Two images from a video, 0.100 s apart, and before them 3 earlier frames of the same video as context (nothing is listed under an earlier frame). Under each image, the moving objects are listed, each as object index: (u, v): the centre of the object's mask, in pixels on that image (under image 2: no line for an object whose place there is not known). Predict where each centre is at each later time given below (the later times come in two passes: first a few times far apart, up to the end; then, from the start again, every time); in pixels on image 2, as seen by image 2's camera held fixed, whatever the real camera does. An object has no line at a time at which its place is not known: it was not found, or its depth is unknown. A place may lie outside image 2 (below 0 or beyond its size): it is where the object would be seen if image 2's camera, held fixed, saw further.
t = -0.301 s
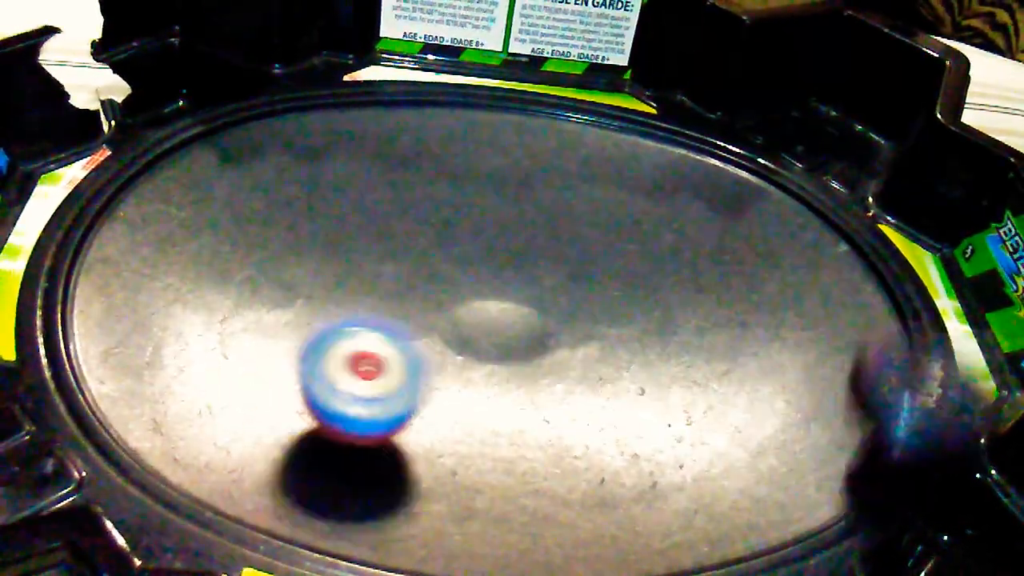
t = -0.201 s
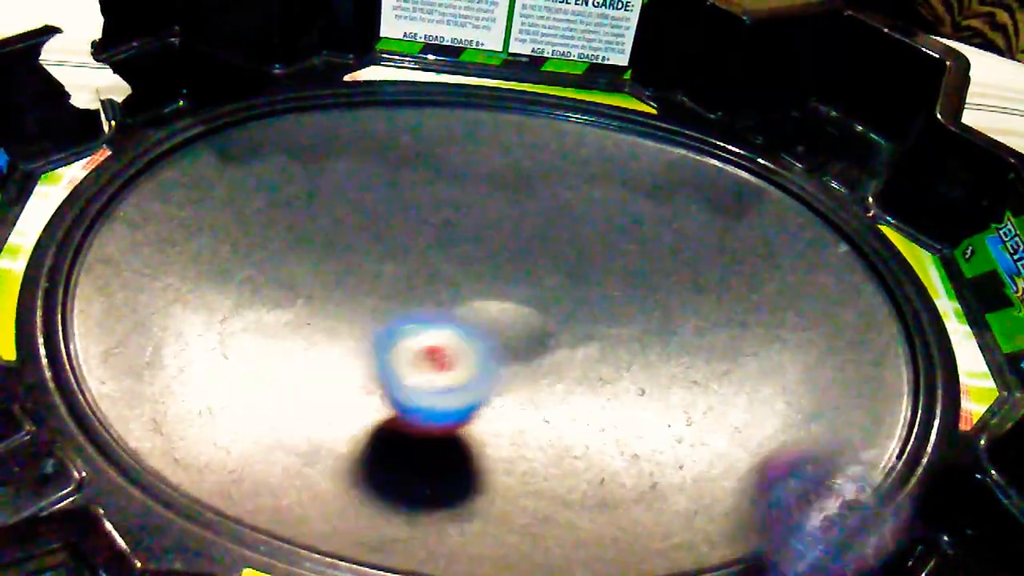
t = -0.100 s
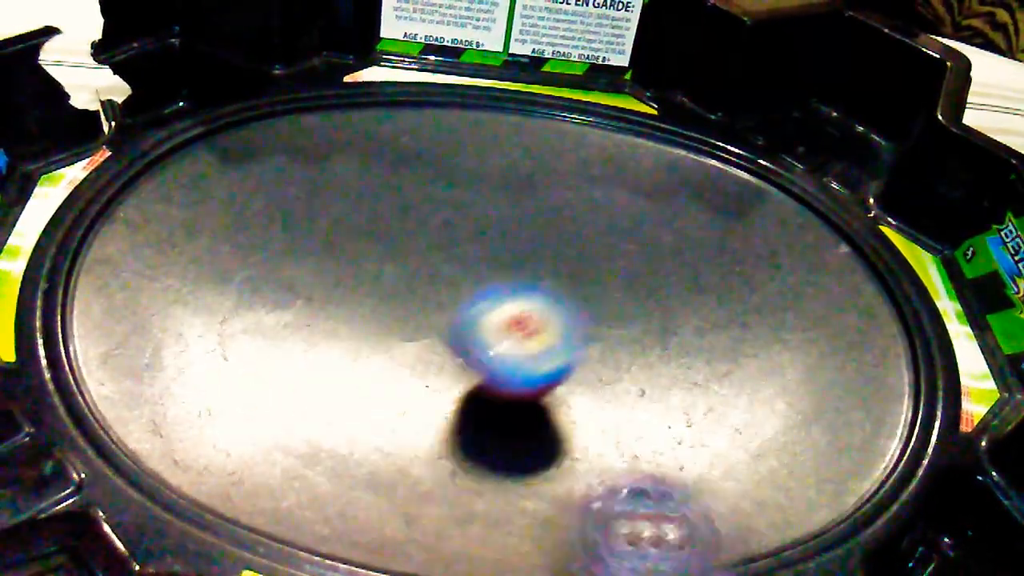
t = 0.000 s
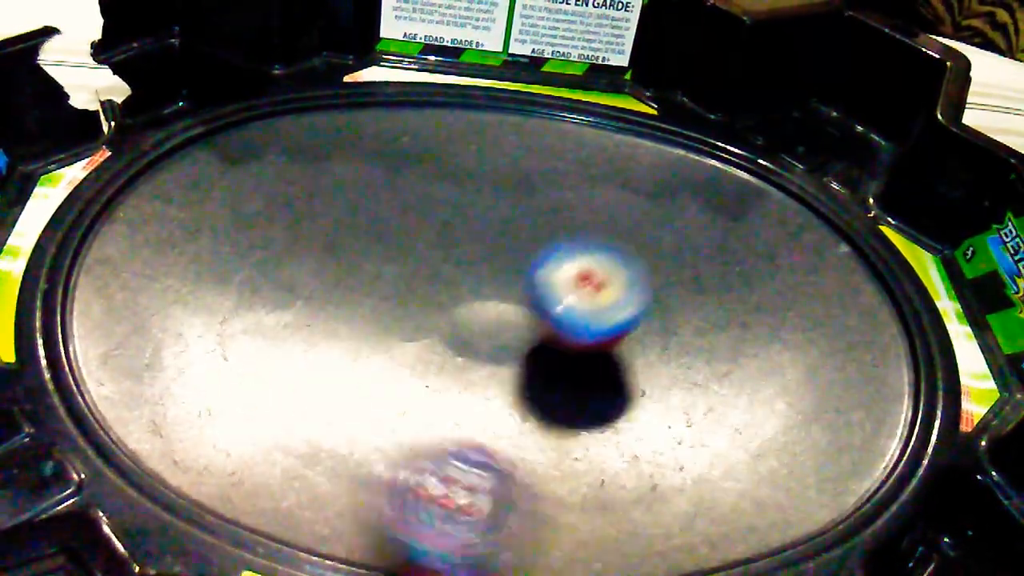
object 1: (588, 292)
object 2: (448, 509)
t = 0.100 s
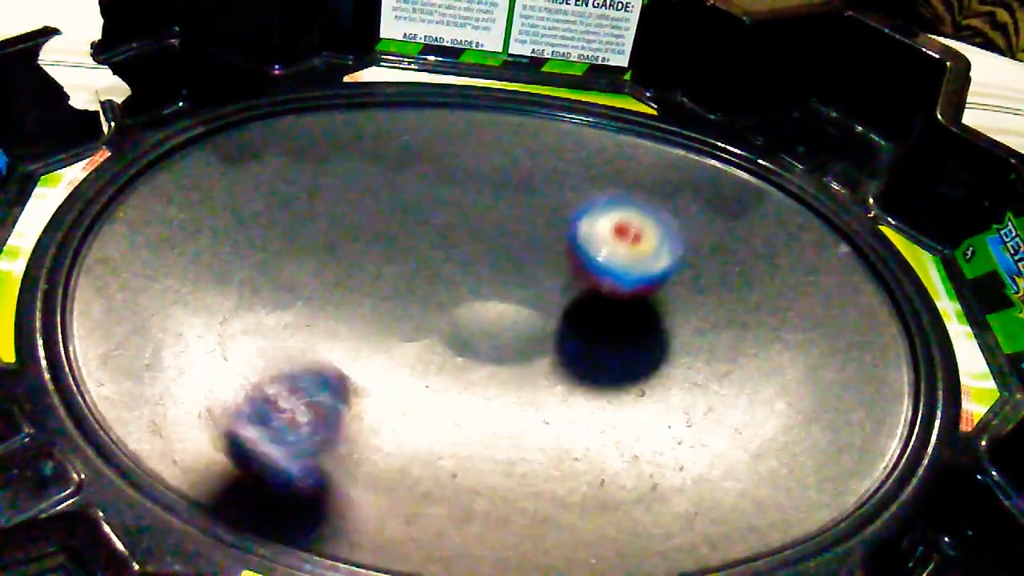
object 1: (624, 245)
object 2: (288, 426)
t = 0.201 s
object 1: (623, 209)
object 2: (207, 301)
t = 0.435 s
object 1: (513, 211)
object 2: (333, 92)
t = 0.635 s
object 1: (383, 277)
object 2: (584, 124)
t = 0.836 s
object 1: (398, 365)
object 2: (798, 265)
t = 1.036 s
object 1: (548, 390)
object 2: (779, 497)
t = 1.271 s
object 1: (675, 296)
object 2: (320, 469)
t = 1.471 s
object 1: (603, 214)
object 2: (138, 264)
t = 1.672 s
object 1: (417, 228)
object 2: (228, 116)
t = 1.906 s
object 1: (292, 373)
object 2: (477, 108)
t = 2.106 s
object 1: (432, 475)
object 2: (705, 227)
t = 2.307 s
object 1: (645, 404)
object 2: (797, 450)
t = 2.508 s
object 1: (627, 257)
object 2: (513, 523)
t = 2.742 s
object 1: (433, 198)
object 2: (198, 335)
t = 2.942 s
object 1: (401, 252)
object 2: (112, 171)
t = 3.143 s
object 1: (545, 305)
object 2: (235, 172)
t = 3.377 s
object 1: (672, 293)
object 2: (450, 268)
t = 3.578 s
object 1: (638, 245)
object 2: (561, 385)
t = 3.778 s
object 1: (534, 252)
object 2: (530, 466)
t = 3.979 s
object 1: (465, 325)
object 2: (432, 448)
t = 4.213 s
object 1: (535, 240)
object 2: (249, 448)
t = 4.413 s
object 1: (529, 233)
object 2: (309, 337)
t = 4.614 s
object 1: (645, 215)
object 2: (290, 340)
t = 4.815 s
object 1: (794, 119)
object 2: (142, 369)
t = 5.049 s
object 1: (758, 104)
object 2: (207, 339)
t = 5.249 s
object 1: (772, 108)
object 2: (377, 321)
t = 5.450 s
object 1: (730, 144)
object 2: (546, 329)
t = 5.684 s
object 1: (481, 305)
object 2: (670, 346)
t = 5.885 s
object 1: (413, 512)
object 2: (666, 354)
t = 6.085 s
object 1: (549, 479)
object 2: (603, 326)
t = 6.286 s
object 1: (649, 372)
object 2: (543, 279)
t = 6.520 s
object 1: (609, 319)
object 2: (458, 207)
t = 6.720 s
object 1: (537, 346)
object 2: (432, 197)
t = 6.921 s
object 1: (516, 385)
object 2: (413, 237)
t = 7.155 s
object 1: (531, 354)
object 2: (367, 297)
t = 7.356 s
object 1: (453, 316)
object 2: (306, 336)
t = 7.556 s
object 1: (444, 295)
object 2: (164, 351)
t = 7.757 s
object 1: (442, 307)
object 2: (167, 365)
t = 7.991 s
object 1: (482, 325)
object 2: (289, 374)
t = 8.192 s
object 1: (514, 311)
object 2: (421, 382)
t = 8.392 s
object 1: (533, 271)
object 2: (507, 404)
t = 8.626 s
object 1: (486, 252)
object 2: (591, 382)
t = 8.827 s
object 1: (473, 284)
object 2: (620, 334)
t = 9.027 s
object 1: (469, 321)
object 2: (633, 287)
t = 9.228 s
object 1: (527, 356)
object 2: (622, 256)
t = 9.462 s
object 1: (566, 335)
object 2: (570, 239)
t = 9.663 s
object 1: (558, 383)
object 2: (532, 213)
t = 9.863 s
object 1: (558, 384)
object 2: (483, 237)
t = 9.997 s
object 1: (529, 357)
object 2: (441, 268)
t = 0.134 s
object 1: (628, 231)
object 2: (250, 387)
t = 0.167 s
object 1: (628, 220)
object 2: (221, 344)
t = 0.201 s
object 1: (623, 209)
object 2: (207, 301)
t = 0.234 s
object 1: (616, 202)
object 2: (200, 262)
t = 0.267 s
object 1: (606, 199)
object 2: (209, 220)
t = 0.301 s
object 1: (593, 197)
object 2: (224, 193)
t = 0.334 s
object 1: (576, 197)
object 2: (246, 158)
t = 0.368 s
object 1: (557, 199)
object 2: (269, 132)
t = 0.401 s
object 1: (535, 203)
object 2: (301, 110)
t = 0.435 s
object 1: (513, 211)
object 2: (333, 92)
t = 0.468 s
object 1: (487, 220)
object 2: (369, 79)
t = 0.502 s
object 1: (460, 227)
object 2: (412, 78)
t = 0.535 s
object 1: (436, 240)
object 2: (456, 87)
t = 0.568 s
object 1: (415, 250)
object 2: (498, 95)
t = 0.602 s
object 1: (396, 262)
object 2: (543, 109)
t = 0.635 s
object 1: (383, 277)
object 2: (584, 124)
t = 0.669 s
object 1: (374, 292)
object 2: (628, 143)
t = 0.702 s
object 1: (369, 308)
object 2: (665, 159)
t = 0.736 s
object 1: (370, 325)
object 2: (705, 184)
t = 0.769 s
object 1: (373, 339)
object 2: (743, 209)
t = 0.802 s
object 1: (383, 355)
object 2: (772, 233)
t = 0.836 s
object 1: (398, 365)
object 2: (798, 265)
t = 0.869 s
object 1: (416, 377)
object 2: (821, 306)
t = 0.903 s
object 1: (440, 386)
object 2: (831, 346)
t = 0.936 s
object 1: (467, 392)
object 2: (838, 386)
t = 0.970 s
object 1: (492, 394)
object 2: (831, 424)
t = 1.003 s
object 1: (519, 393)
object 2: (810, 462)
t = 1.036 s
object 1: (548, 390)
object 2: (779, 497)
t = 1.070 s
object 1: (575, 384)
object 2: (729, 513)
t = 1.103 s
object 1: (601, 375)
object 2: (655, 517)
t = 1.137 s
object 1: (624, 362)
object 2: (595, 513)
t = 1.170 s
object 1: (643, 349)
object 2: (515, 515)
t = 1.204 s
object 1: (658, 332)
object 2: (447, 505)
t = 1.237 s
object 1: (669, 314)
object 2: (384, 492)
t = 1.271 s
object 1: (675, 296)
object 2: (320, 469)
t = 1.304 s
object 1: (675, 280)
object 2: (266, 441)
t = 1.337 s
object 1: (670, 263)
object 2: (216, 405)
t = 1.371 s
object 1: (661, 248)
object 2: (179, 368)
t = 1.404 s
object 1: (647, 235)
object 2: (159, 333)
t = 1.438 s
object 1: (626, 223)
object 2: (145, 297)
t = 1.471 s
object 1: (603, 214)
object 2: (138, 264)
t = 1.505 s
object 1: (576, 207)
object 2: (140, 232)
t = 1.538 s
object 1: (544, 205)
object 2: (145, 208)
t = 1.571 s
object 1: (511, 206)
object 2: (159, 179)
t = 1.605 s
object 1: (480, 209)
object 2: (176, 154)
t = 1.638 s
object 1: (447, 218)
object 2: (201, 135)
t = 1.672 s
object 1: (417, 228)
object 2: (228, 116)
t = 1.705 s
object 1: (386, 243)
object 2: (260, 103)
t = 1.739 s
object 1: (359, 261)
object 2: (292, 96)
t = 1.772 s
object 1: (335, 280)
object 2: (326, 91)
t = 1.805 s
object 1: (316, 302)
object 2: (359, 89)
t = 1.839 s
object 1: (303, 325)
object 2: (401, 94)
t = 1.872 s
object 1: (292, 350)
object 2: (442, 101)
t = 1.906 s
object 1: (292, 373)
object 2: (477, 108)
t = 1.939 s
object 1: (297, 400)
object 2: (518, 123)
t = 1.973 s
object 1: (310, 425)
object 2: (558, 138)
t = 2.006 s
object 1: (332, 445)
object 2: (593, 155)
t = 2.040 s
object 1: (362, 460)
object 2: (634, 173)
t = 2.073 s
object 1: (395, 471)
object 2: (674, 197)
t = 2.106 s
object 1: (432, 475)
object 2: (705, 227)
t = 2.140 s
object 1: (472, 476)
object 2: (734, 257)
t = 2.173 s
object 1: (512, 470)
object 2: (762, 292)
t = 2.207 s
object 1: (552, 460)
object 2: (781, 328)
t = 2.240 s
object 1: (587, 444)
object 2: (795, 368)
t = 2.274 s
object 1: (620, 426)
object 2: (801, 408)
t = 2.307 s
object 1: (645, 404)
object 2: (797, 450)
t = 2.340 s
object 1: (657, 381)
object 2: (786, 491)
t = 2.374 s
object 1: (664, 354)
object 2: (754, 507)
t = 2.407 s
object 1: (664, 329)
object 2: (709, 515)
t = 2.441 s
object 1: (658, 304)
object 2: (651, 525)
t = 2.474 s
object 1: (647, 281)
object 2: (584, 526)
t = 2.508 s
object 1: (627, 257)
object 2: (513, 523)
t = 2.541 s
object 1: (607, 239)
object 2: (444, 515)
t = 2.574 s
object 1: (585, 224)
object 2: (378, 502)
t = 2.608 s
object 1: (561, 212)
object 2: (318, 479)
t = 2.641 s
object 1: (530, 204)
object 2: (272, 451)
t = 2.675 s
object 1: (501, 198)
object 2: (232, 411)
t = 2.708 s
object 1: (467, 196)
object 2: (210, 371)
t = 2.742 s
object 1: (433, 198)
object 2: (198, 335)
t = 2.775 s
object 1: (396, 203)
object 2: (194, 300)
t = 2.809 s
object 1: (359, 211)
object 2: (198, 270)
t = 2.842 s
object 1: (334, 221)
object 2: (196, 235)
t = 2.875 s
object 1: (354, 230)
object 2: (151, 207)
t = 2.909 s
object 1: (377, 238)
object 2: (124, 189)
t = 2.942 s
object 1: (401, 252)
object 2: (112, 171)
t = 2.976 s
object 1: (424, 265)
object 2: (121, 162)
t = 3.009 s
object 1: (448, 276)
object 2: (140, 163)
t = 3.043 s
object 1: (472, 286)
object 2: (159, 162)
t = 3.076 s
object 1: (496, 294)
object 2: (182, 162)
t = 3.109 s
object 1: (520, 300)
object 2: (211, 166)
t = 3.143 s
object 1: (545, 305)
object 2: (235, 172)
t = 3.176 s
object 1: (571, 310)
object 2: (263, 181)
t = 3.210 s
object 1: (595, 311)
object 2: (294, 193)
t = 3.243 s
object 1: (618, 311)
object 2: (325, 205)
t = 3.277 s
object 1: (636, 308)
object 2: (358, 218)
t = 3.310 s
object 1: (652, 305)
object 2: (392, 236)
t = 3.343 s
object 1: (664, 299)
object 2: (421, 252)
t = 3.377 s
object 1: (672, 293)
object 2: (450, 268)
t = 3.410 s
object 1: (675, 286)
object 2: (480, 286)
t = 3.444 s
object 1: (675, 277)
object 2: (503, 306)
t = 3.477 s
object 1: (672, 269)
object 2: (522, 326)
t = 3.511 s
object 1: (664, 261)
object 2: (538, 347)
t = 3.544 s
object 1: (653, 253)
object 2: (552, 366)
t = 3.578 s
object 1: (638, 245)
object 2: (561, 385)
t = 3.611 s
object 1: (622, 238)
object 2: (566, 404)
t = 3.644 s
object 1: (606, 235)
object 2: (566, 420)
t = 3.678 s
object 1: (587, 234)
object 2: (563, 434)
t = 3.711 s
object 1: (568, 238)
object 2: (555, 449)
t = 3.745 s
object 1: (550, 243)
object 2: (543, 459)
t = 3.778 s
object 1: (534, 252)
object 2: (530, 466)
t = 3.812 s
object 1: (518, 262)
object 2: (514, 468)
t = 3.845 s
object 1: (505, 273)
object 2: (498, 469)
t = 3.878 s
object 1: (492, 285)
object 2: (480, 467)
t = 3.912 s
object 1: (482, 298)
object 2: (463, 463)
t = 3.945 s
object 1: (472, 312)
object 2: (446, 456)
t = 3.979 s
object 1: (465, 325)
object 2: (432, 448)
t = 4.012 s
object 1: (465, 334)
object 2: (414, 445)
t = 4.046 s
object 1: (477, 319)
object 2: (378, 463)
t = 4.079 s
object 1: (491, 298)
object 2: (338, 479)
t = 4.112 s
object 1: (506, 279)
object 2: (304, 485)
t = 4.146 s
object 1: (517, 265)
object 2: (279, 481)
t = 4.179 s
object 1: (527, 251)
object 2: (262, 466)
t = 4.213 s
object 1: (535, 240)
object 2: (249, 448)
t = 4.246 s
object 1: (539, 232)
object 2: (245, 428)
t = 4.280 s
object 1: (541, 228)
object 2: (247, 406)
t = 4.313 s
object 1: (540, 225)
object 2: (256, 386)
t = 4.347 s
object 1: (538, 226)
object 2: (270, 367)
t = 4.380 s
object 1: (533, 228)
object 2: (286, 352)
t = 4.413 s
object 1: (529, 233)
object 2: (309, 337)
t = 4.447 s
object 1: (523, 241)
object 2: (334, 323)
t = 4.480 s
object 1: (517, 247)
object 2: (360, 313)
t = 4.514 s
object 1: (511, 255)
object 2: (383, 307)
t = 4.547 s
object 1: (531, 254)
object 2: (387, 307)
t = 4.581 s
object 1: (591, 235)
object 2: (340, 324)
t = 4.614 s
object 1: (645, 215)
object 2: (290, 340)
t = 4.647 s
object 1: (691, 196)
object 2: (252, 353)
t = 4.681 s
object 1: (729, 170)
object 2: (215, 362)
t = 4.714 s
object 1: (757, 149)
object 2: (188, 367)
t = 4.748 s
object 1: (774, 133)
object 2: (167, 371)
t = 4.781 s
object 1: (785, 126)
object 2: (150, 371)
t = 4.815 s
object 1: (794, 119)
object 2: (142, 369)
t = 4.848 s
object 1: (795, 114)
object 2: (136, 366)
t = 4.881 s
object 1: (783, 111)
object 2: (136, 363)
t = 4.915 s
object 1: (771, 111)
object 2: (142, 359)
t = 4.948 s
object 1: (763, 108)
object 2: (152, 353)
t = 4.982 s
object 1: (757, 106)
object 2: (166, 349)
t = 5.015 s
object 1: (756, 105)
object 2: (185, 344)
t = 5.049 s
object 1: (758, 104)
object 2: (207, 339)
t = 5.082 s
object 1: (765, 105)
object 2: (234, 335)
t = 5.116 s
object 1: (774, 108)
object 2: (262, 331)
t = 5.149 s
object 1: (784, 107)
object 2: (290, 327)
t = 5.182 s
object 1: (783, 107)
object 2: (319, 324)
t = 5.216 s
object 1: (776, 107)
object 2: (348, 322)
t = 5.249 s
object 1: (772, 108)
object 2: (377, 321)
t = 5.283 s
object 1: (770, 110)
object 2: (405, 320)
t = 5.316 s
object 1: (769, 112)
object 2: (432, 321)
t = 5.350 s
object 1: (764, 115)
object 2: (462, 321)
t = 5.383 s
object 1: (757, 119)
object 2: (492, 322)
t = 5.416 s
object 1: (746, 126)
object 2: (516, 326)
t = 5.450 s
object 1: (730, 144)
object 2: (546, 329)
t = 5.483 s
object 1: (700, 159)
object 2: (569, 331)
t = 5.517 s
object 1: (666, 177)
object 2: (590, 333)
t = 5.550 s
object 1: (627, 195)
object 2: (611, 336)
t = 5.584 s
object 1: (583, 219)
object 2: (630, 339)
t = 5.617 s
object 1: (545, 245)
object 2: (650, 342)
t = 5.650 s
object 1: (510, 275)
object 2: (661, 344)
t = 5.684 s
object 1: (481, 305)
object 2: (670, 346)
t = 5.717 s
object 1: (456, 344)
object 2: (677, 348)
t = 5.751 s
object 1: (434, 382)
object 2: (681, 350)
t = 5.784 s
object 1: (417, 419)
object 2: (681, 353)
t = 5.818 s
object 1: (406, 463)
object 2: (677, 354)
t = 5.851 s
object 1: (404, 493)
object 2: (672, 355)
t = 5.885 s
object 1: (413, 512)
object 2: (666, 354)
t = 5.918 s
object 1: (430, 513)
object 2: (658, 352)
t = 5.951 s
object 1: (451, 519)
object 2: (648, 349)
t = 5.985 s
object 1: (472, 517)
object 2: (638, 344)
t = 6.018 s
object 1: (494, 512)
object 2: (627, 340)
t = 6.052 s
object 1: (524, 496)
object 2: (616, 332)
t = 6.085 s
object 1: (549, 479)
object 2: (603, 326)
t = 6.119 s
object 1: (572, 461)
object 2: (590, 320)
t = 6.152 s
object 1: (591, 446)
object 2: (580, 311)
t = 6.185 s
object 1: (616, 430)
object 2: (570, 302)
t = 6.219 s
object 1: (638, 415)
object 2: (559, 294)
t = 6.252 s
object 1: (648, 395)
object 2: (550, 286)
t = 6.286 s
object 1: (649, 372)
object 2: (543, 279)
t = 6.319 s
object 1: (641, 349)
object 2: (538, 272)
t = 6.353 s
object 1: (630, 331)
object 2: (528, 265)
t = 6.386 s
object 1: (634, 327)
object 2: (509, 249)
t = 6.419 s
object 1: (633, 324)
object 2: (492, 237)
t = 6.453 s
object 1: (629, 322)
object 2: (478, 227)
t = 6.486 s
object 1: (620, 321)
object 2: (466, 215)
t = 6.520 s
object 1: (609, 319)
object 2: (458, 207)
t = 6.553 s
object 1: (597, 321)
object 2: (451, 202)
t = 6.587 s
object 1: (586, 323)
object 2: (446, 197)
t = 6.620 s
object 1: (574, 327)
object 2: (442, 195)
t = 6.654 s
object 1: (561, 332)
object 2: (438, 194)
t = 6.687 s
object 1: (549, 338)
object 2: (435, 195)
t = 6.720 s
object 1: (537, 346)
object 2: (432, 197)
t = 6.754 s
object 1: (526, 353)
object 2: (429, 201)
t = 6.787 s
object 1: (517, 362)
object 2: (426, 206)
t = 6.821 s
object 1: (513, 368)
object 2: (423, 212)
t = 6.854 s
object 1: (511, 375)
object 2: (421, 218)
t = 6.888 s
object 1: (512, 381)
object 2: (417, 228)
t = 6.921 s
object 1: (516, 385)
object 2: (413, 237)
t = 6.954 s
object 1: (522, 387)
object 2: (409, 245)
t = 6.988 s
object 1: (529, 388)
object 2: (403, 254)
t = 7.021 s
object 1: (536, 384)
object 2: (398, 263)
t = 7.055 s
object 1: (540, 379)
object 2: (391, 273)
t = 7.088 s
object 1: (541, 372)
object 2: (385, 281)
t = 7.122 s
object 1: (538, 364)
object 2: (375, 290)
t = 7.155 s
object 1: (531, 354)
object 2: (367, 297)
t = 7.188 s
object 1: (520, 344)
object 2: (357, 305)
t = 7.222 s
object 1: (509, 337)
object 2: (348, 312)
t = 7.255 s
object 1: (495, 331)
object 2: (339, 318)
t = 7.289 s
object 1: (480, 324)
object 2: (331, 326)
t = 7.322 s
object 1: (462, 318)
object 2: (324, 332)
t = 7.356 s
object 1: (453, 316)
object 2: (306, 336)
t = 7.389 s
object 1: (457, 312)
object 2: (271, 341)
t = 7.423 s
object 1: (460, 309)
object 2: (241, 345)
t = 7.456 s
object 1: (459, 307)
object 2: (214, 347)
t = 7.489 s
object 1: (455, 303)
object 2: (193, 348)
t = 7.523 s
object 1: (450, 299)
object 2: (176, 349)
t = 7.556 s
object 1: (444, 295)
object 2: (164, 351)
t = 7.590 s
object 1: (440, 294)
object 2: (156, 353)
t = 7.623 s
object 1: (438, 296)
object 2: (152, 356)
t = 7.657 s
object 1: (436, 298)
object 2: (151, 358)
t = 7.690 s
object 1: (437, 300)
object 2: (154, 360)
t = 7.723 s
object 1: (440, 304)
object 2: (160, 362)
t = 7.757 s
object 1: (442, 307)
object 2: (167, 365)
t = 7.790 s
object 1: (447, 311)
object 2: (177, 366)
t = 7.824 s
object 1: (451, 314)
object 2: (190, 368)
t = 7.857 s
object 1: (456, 318)
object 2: (206, 371)
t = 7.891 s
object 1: (461, 321)
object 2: (224, 372)
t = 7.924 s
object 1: (469, 324)
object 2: (244, 373)
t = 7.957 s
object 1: (476, 325)
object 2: (266, 374)
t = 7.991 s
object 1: (482, 325)
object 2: (289, 374)
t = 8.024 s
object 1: (489, 325)
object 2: (312, 373)
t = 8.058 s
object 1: (495, 324)
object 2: (337, 373)
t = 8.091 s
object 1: (499, 324)
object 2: (362, 372)
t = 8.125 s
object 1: (503, 323)
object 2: (388, 373)
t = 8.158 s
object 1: (510, 315)
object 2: (404, 377)
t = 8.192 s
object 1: (514, 311)
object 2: (421, 382)
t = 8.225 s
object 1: (516, 306)
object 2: (439, 386)
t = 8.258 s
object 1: (517, 301)
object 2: (457, 390)
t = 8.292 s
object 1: (521, 294)
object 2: (470, 396)
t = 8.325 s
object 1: (525, 285)
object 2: (482, 400)
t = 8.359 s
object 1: (530, 278)
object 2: (494, 403)
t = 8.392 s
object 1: (533, 271)
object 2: (507, 404)
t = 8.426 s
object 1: (534, 263)
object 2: (520, 403)
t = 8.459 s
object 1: (531, 257)
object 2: (533, 402)
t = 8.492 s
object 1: (525, 253)
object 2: (546, 400)
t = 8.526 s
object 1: (517, 249)
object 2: (559, 397)
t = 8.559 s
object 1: (507, 247)
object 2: (570, 393)
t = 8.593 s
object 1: (495, 249)
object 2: (581, 388)
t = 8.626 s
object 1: (486, 252)
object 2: (591, 382)
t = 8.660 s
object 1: (478, 258)
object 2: (598, 376)
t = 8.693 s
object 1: (473, 265)
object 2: (603, 368)
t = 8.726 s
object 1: (472, 269)
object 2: (608, 360)
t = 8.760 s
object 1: (472, 274)
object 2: (612, 351)
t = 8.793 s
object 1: (473, 279)
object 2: (617, 343)
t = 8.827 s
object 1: (473, 284)
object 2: (620, 334)
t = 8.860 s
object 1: (473, 290)
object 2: (623, 326)
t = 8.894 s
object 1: (472, 296)
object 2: (626, 317)
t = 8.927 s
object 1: (471, 303)
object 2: (628, 309)
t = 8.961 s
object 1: (470, 309)
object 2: (630, 300)
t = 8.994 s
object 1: (468, 315)
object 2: (632, 294)
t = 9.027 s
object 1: (469, 321)
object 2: (633, 287)
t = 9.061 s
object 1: (472, 329)
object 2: (633, 280)
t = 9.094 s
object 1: (479, 337)
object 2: (633, 275)
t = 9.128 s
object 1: (488, 343)
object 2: (632, 269)
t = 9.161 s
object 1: (501, 349)
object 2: (629, 264)
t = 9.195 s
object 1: (513, 354)
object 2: (625, 260)
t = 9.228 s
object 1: (527, 356)
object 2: (622, 256)
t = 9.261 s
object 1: (539, 357)
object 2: (616, 253)
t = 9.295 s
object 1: (549, 357)
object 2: (610, 251)
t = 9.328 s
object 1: (559, 354)
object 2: (603, 249)
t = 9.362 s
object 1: (565, 350)
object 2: (595, 248)
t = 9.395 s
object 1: (569, 344)
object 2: (588, 246)
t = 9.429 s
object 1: (570, 338)
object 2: (580, 243)
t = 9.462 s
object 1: (566, 335)
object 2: (570, 239)
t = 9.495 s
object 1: (562, 342)
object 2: (563, 234)
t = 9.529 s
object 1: (560, 352)
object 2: (557, 225)
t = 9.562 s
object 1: (558, 361)
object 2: (551, 220)
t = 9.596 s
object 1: (557, 369)
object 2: (545, 215)
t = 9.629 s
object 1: (558, 377)
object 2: (539, 212)
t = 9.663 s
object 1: (558, 383)
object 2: (532, 213)
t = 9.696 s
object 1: (560, 388)
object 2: (526, 214)
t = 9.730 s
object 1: (561, 390)
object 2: (519, 216)
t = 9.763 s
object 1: (562, 391)
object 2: (510, 220)
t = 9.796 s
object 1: (562, 390)
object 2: (502, 225)
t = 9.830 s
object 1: (561, 388)
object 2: (494, 230)
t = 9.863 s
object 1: (558, 384)
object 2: (483, 237)
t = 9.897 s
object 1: (554, 379)
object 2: (475, 244)
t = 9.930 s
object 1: (549, 374)
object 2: (464, 253)
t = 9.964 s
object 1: (541, 367)
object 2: (452, 261)
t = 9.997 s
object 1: (529, 357)
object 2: (441, 268)
